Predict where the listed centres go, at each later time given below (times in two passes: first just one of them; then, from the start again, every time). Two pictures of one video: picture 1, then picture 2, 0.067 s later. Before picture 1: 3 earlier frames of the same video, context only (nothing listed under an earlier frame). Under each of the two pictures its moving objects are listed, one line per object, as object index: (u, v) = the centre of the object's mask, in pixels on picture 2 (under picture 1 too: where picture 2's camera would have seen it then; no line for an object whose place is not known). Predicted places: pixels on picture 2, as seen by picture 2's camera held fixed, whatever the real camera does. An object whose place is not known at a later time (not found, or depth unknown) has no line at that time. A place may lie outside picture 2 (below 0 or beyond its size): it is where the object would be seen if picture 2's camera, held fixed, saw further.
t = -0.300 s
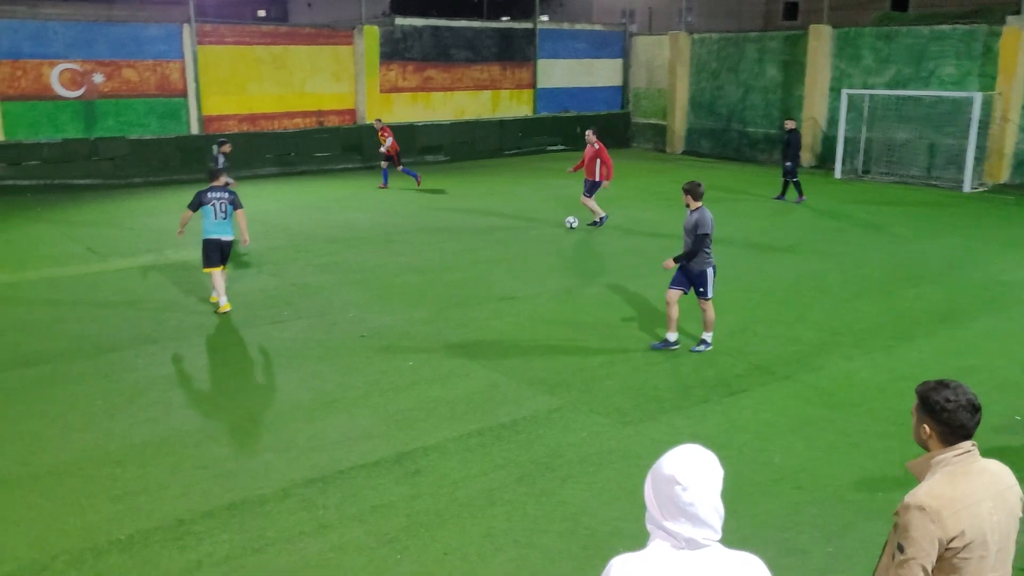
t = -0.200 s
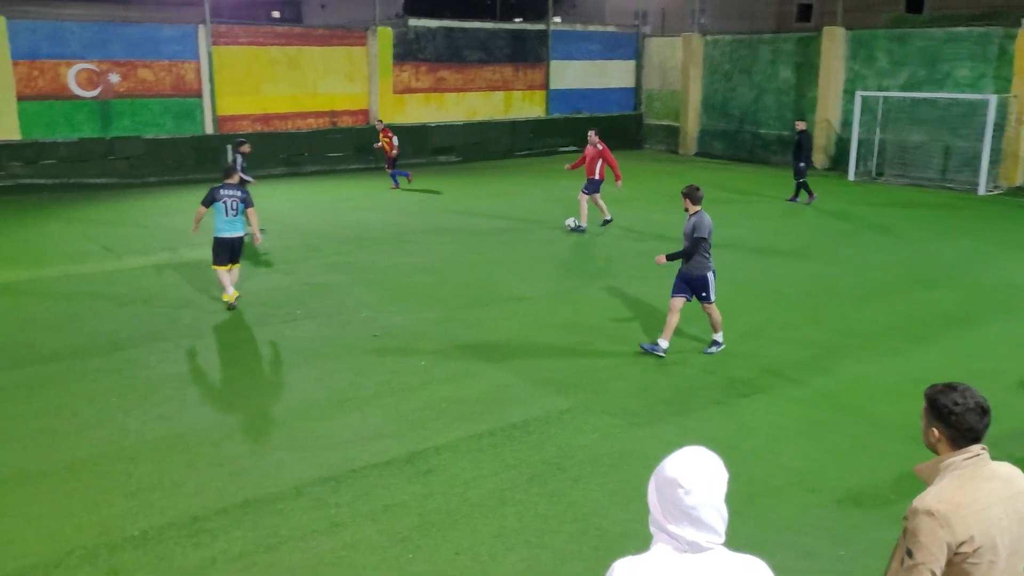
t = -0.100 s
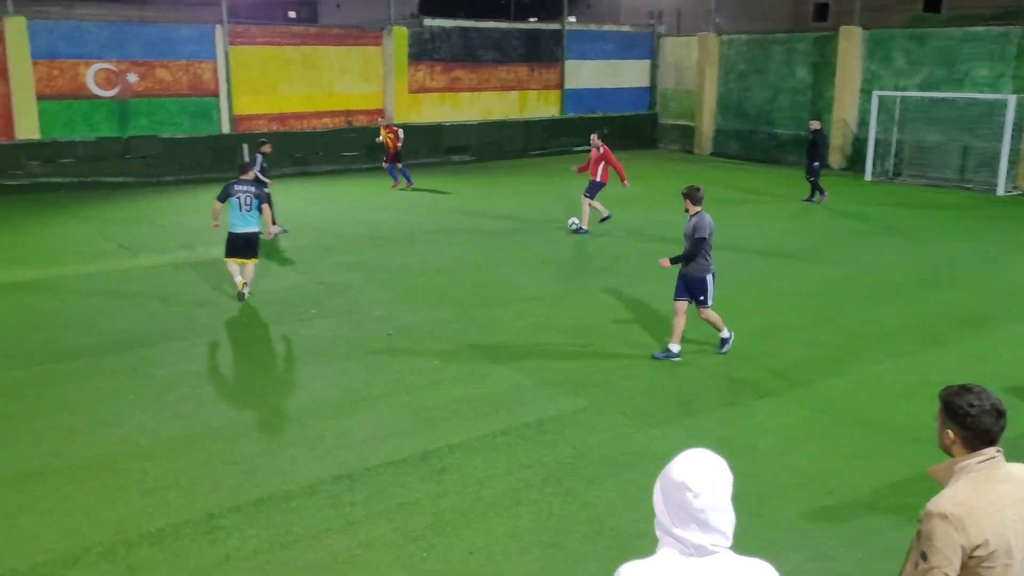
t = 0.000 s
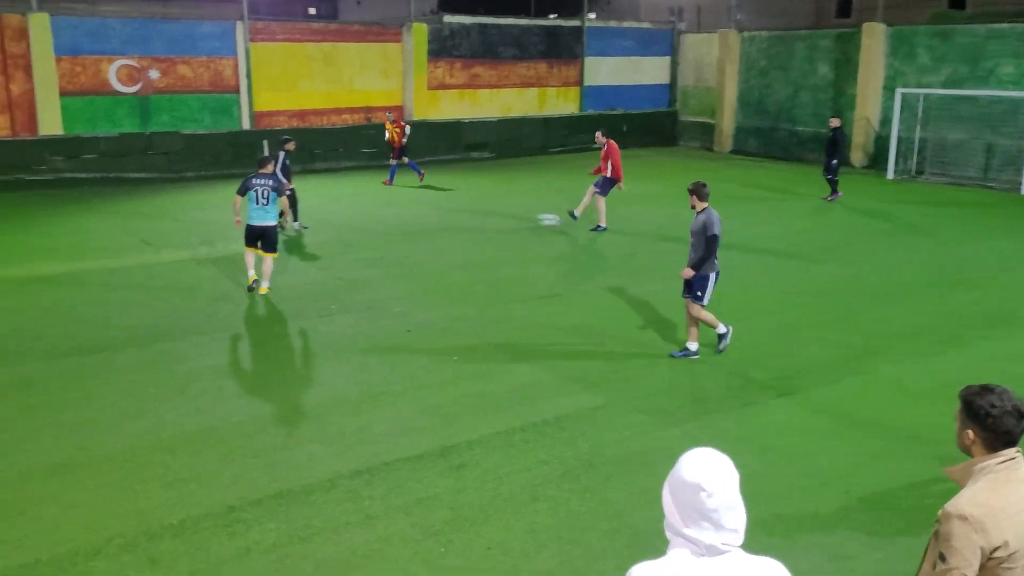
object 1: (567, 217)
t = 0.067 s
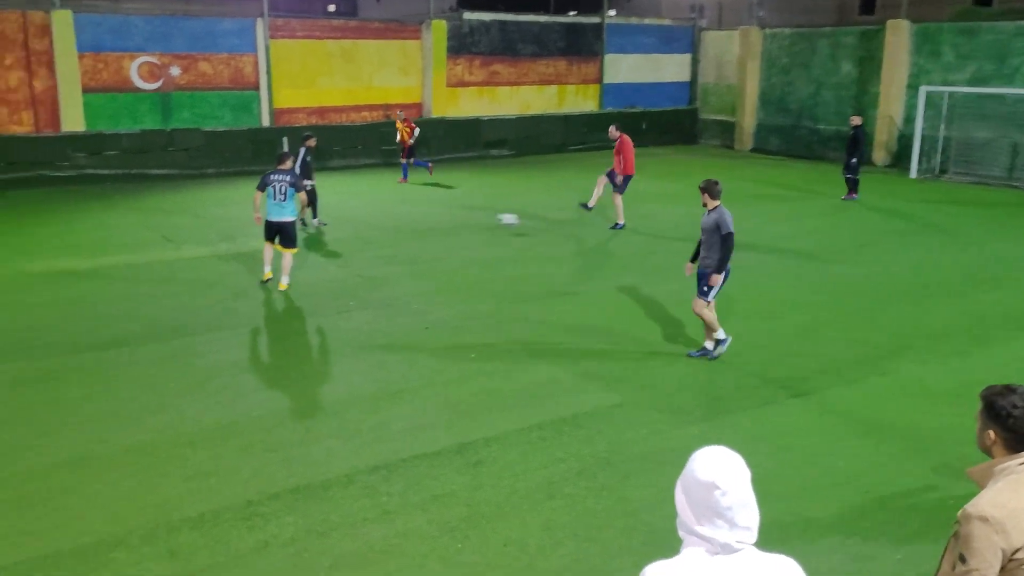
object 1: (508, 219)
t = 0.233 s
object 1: (367, 232)
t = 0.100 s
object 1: (480, 220)
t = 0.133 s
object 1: (451, 223)
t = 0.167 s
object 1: (423, 227)
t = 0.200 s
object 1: (394, 232)
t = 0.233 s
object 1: (367, 232)
